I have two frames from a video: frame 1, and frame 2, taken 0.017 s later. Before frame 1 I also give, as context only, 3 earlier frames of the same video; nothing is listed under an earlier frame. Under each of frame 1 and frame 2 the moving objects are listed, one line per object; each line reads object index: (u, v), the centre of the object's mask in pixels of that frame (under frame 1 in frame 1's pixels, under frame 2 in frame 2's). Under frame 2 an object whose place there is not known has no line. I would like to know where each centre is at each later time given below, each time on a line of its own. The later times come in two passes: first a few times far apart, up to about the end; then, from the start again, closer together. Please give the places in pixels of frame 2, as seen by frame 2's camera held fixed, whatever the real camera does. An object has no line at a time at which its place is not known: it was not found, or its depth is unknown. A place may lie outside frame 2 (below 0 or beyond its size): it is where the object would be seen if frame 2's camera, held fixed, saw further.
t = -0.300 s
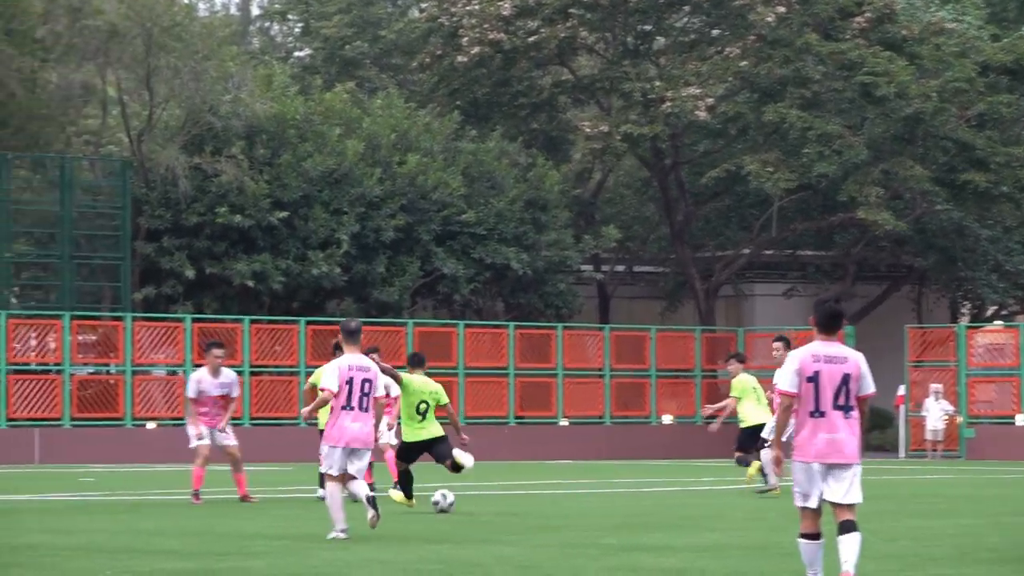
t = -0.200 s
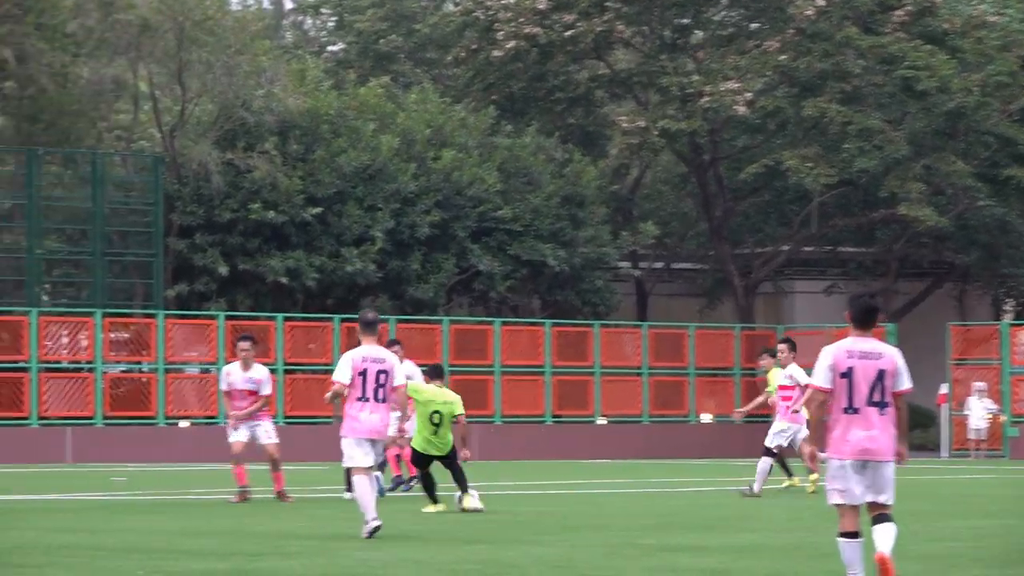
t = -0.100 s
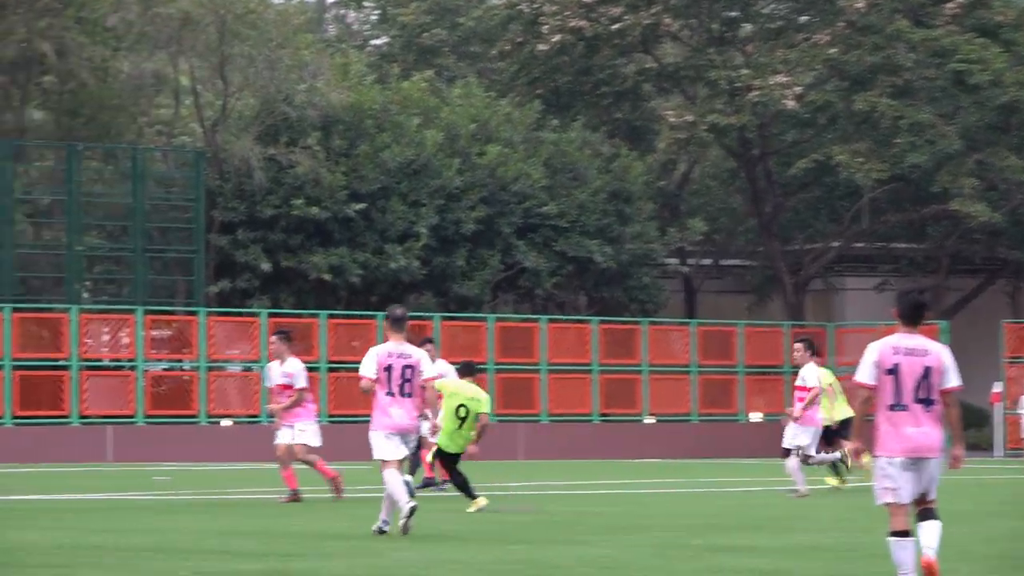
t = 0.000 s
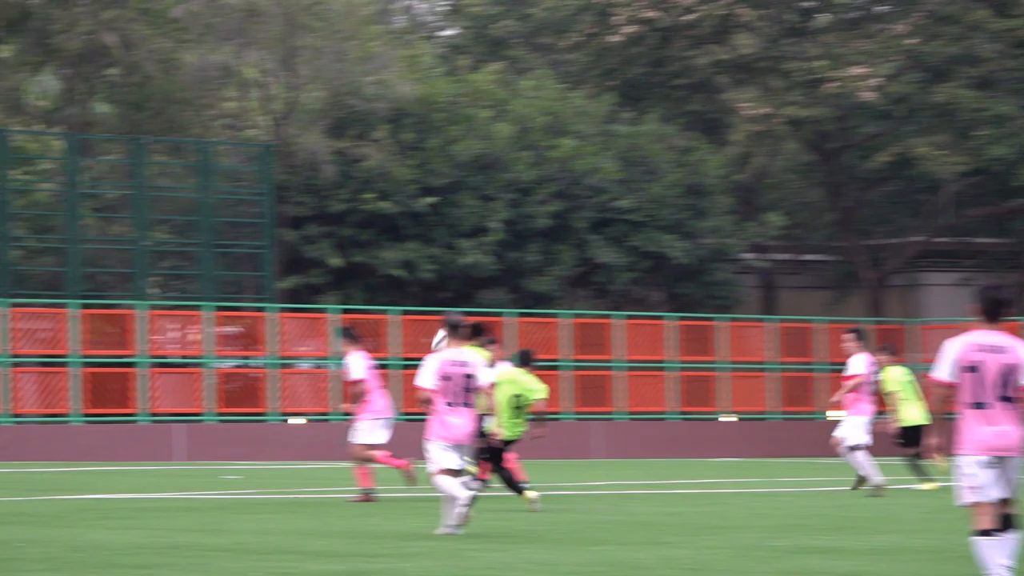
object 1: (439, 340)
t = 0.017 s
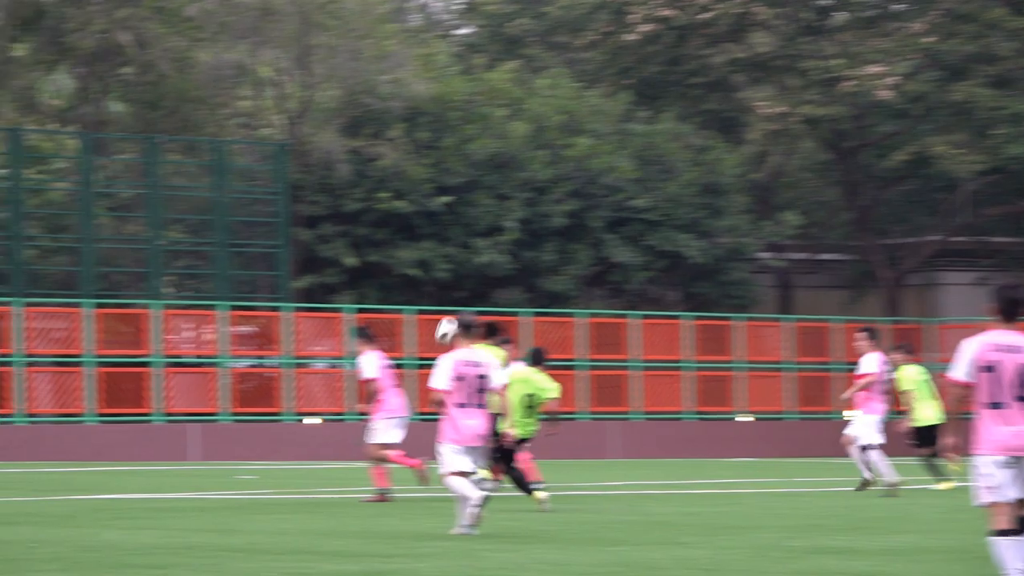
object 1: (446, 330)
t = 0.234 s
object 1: (305, 212)
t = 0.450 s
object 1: (180, 138)
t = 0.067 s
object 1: (412, 299)
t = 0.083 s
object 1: (401, 289)
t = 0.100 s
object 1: (390, 280)
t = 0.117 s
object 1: (379, 270)
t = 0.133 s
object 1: (368, 260)
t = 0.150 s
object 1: (358, 252)
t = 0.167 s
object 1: (347, 243)
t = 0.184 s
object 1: (337, 235)
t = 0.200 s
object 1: (326, 226)
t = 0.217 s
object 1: (316, 219)
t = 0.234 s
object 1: (305, 212)
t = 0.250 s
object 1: (295, 206)
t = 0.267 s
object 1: (285, 199)
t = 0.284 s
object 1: (275, 192)
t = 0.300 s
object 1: (265, 185)
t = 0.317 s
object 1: (255, 179)
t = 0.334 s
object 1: (246, 172)
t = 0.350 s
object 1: (236, 167)
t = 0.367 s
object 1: (226, 161)
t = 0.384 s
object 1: (217, 156)
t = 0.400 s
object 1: (208, 151)
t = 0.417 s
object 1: (198, 145)
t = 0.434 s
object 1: (189, 141)
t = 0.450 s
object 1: (180, 138)
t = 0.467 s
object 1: (171, 135)
